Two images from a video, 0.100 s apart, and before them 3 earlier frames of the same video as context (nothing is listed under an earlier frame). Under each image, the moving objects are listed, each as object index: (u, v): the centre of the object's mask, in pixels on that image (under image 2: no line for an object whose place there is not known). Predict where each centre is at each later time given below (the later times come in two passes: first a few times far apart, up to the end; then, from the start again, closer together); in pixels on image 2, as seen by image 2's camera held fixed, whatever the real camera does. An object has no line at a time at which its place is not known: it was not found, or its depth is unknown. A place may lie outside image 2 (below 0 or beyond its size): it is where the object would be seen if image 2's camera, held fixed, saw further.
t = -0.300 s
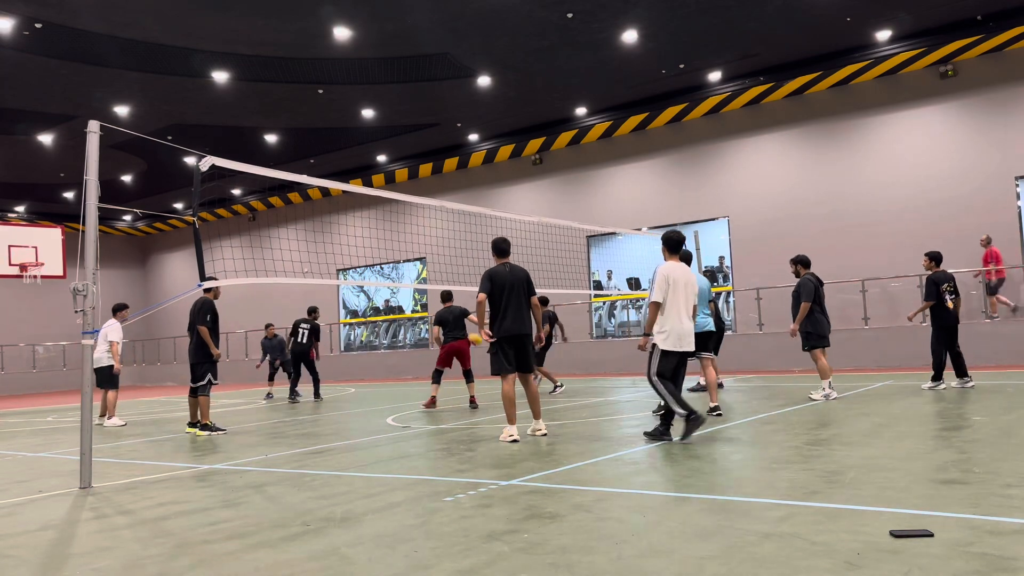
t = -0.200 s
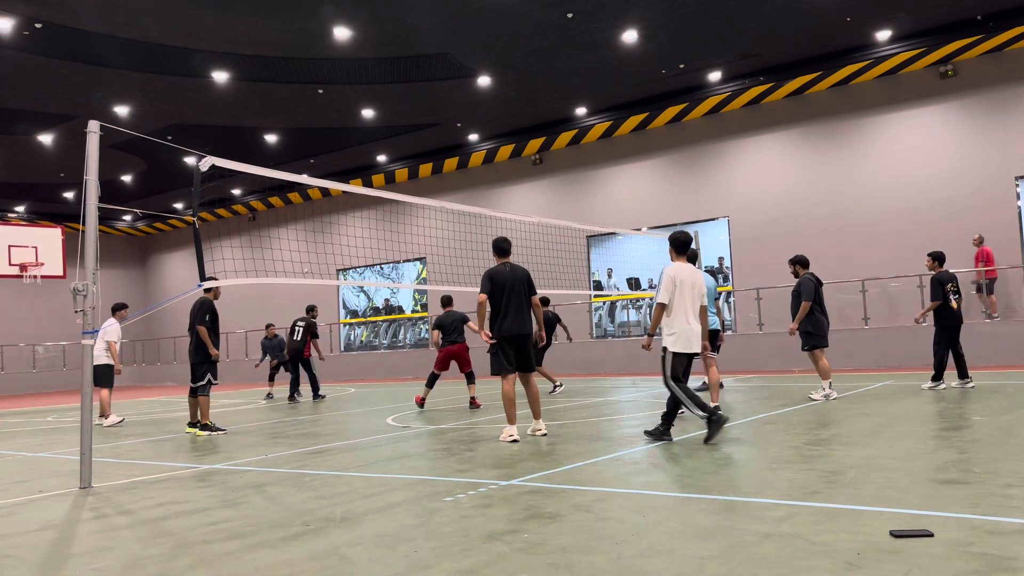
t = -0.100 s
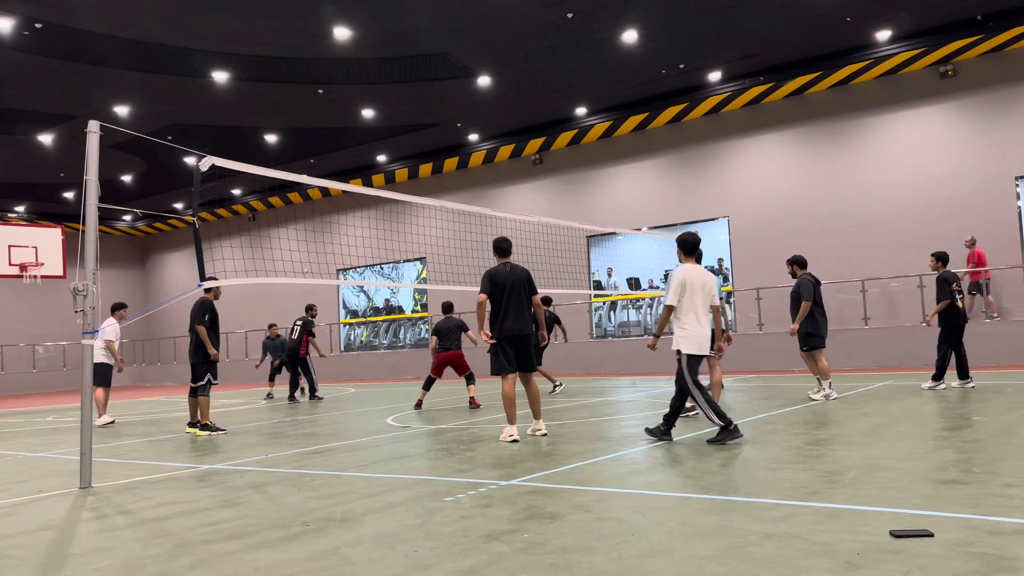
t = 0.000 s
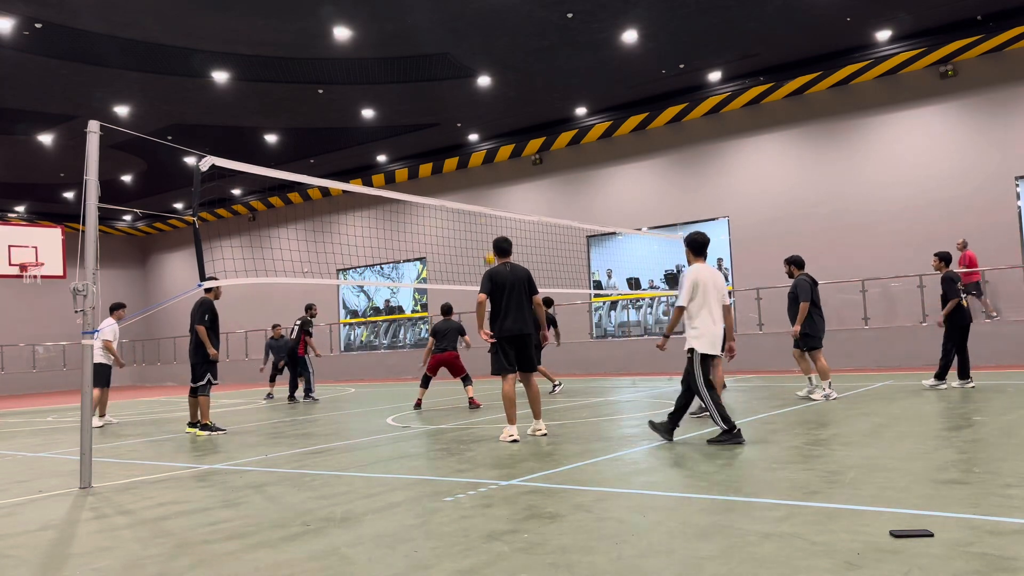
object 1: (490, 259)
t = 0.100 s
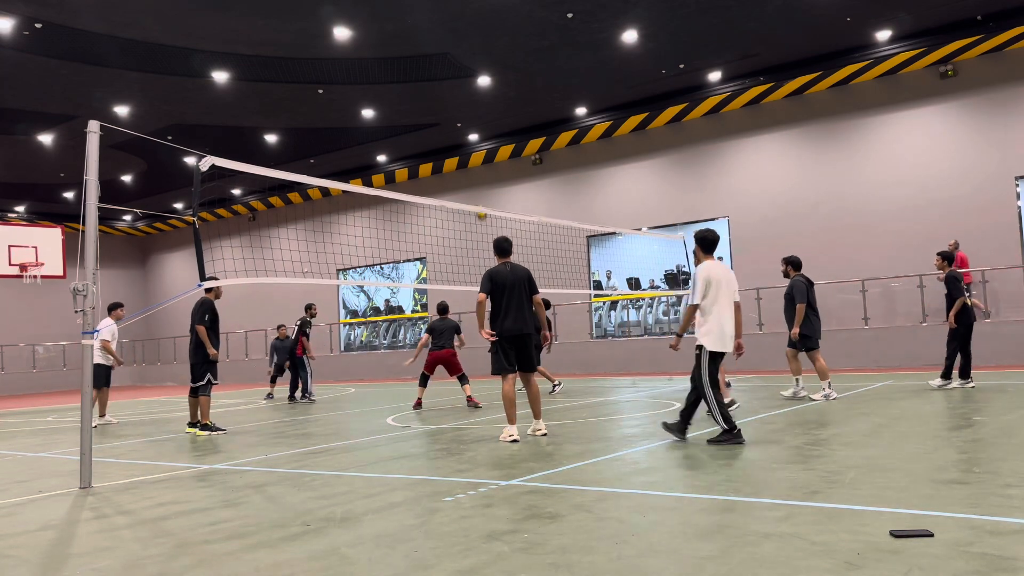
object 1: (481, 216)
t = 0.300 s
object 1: (466, 137)
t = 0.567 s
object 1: (449, 68)
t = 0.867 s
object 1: (431, 39)
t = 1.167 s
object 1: (416, 71)
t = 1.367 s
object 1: (407, 130)
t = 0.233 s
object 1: (470, 159)
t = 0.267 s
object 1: (468, 148)
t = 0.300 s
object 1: (466, 137)
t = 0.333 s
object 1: (464, 127)
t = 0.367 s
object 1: (462, 117)
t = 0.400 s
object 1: (460, 107)
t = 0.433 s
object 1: (457, 98)
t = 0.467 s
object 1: (455, 90)
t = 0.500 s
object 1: (453, 82)
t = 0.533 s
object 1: (451, 74)
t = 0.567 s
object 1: (449, 68)
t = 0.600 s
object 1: (447, 62)
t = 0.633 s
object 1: (445, 57)
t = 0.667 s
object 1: (443, 52)
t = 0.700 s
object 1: (441, 48)
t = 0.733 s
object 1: (439, 45)
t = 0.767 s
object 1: (437, 42)
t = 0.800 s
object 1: (435, 41)
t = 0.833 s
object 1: (433, 39)
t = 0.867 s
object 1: (431, 39)
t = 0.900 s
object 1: (430, 40)
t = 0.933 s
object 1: (428, 41)
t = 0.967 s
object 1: (426, 42)
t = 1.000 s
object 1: (425, 45)
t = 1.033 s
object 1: (423, 49)
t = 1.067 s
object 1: (421, 53)
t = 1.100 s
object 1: (420, 58)
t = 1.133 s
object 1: (418, 64)
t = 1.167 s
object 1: (416, 71)
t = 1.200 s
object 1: (415, 79)
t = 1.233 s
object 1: (413, 87)
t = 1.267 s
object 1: (412, 97)
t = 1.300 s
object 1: (410, 107)
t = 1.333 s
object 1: (409, 119)
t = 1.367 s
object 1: (407, 130)
